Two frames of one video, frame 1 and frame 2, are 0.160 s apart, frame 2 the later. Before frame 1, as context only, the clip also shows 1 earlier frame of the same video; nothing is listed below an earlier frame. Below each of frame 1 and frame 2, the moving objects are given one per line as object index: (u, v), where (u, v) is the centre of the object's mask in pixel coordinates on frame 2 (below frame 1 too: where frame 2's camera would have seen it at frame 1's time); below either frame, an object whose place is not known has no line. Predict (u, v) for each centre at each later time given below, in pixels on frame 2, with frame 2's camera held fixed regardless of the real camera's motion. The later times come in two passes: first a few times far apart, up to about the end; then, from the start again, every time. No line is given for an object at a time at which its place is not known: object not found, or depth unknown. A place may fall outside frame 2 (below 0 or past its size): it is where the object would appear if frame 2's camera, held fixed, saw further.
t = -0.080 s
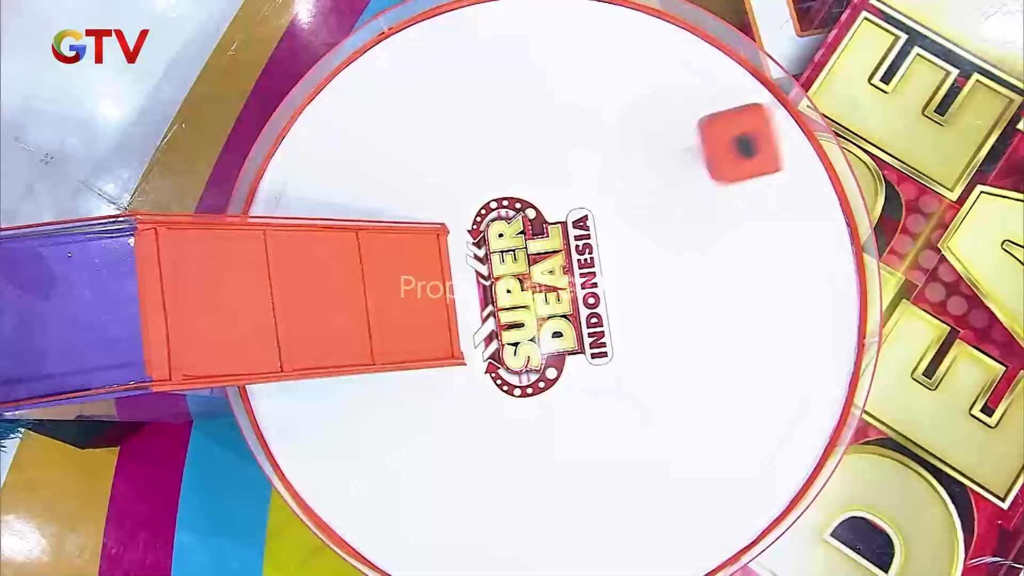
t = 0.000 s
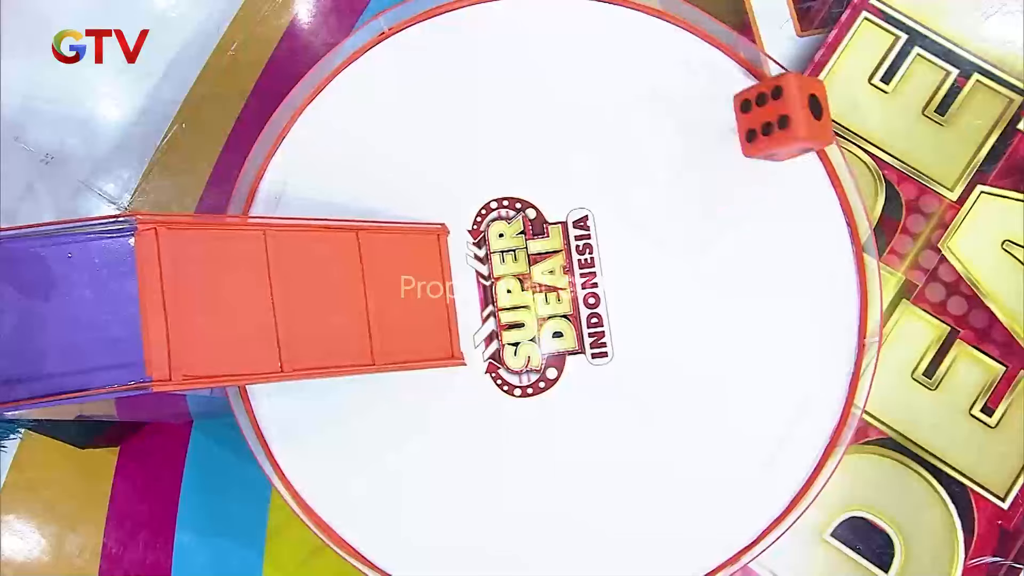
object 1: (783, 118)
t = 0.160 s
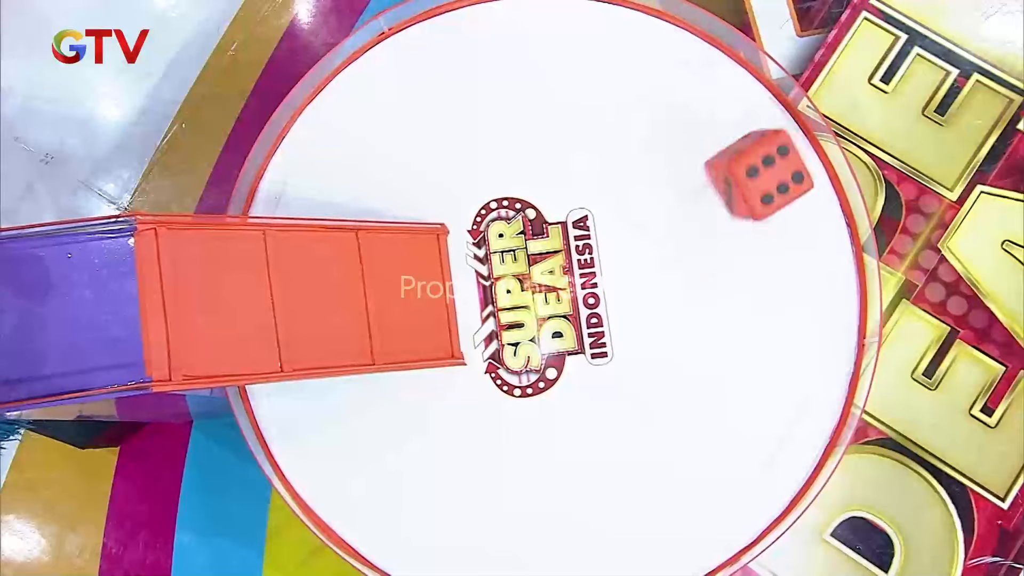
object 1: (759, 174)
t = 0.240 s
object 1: (741, 208)
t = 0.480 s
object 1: (702, 270)
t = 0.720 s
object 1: (696, 315)
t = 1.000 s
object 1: (706, 337)
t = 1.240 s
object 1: (734, 366)
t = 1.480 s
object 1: (759, 359)
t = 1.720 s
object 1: (768, 359)
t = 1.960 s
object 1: (786, 361)
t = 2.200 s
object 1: (816, 365)
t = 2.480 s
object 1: (794, 361)
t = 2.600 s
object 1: (796, 362)
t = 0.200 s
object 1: (749, 192)
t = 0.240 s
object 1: (741, 208)
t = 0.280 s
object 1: (736, 221)
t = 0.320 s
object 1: (730, 234)
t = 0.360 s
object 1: (724, 241)
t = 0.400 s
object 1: (716, 250)
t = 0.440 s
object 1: (709, 260)
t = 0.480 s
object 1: (702, 270)
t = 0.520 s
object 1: (699, 277)
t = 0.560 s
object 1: (695, 286)
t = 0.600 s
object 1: (694, 296)
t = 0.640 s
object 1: (695, 304)
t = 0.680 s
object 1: (696, 310)
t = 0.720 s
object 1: (696, 315)
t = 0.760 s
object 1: (697, 319)
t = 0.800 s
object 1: (698, 323)
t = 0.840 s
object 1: (699, 326)
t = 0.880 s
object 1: (700, 329)
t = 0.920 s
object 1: (702, 331)
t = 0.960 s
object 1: (703, 334)
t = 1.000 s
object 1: (706, 337)
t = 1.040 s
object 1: (708, 341)
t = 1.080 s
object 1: (712, 345)
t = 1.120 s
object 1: (715, 349)
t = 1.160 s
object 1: (720, 355)
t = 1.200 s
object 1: (726, 362)
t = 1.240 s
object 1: (734, 366)
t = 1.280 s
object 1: (741, 368)
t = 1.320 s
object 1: (747, 369)
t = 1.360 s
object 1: (751, 369)
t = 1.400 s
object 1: (754, 367)
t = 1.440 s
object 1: (757, 363)
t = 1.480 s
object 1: (759, 359)
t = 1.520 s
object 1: (761, 355)
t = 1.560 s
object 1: (762, 353)
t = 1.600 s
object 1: (764, 353)
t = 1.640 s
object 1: (765, 353)
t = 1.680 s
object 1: (766, 356)
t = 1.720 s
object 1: (768, 359)
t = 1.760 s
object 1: (770, 363)
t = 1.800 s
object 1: (772, 366)
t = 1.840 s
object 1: (775, 368)
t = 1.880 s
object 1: (778, 367)
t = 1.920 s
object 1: (782, 364)
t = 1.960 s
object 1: (786, 361)
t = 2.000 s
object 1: (794, 359)
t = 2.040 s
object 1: (801, 359)
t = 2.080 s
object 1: (808, 363)
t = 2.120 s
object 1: (812, 364)
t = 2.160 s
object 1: (815, 366)
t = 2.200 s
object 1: (816, 365)
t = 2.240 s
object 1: (816, 363)
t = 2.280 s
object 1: (814, 361)
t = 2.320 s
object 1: (811, 360)
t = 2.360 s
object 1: (807, 361)
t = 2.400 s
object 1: (801, 362)
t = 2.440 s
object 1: (796, 362)
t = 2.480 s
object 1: (794, 361)
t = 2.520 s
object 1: (793, 362)
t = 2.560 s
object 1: (794, 363)
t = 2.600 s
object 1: (796, 362)
